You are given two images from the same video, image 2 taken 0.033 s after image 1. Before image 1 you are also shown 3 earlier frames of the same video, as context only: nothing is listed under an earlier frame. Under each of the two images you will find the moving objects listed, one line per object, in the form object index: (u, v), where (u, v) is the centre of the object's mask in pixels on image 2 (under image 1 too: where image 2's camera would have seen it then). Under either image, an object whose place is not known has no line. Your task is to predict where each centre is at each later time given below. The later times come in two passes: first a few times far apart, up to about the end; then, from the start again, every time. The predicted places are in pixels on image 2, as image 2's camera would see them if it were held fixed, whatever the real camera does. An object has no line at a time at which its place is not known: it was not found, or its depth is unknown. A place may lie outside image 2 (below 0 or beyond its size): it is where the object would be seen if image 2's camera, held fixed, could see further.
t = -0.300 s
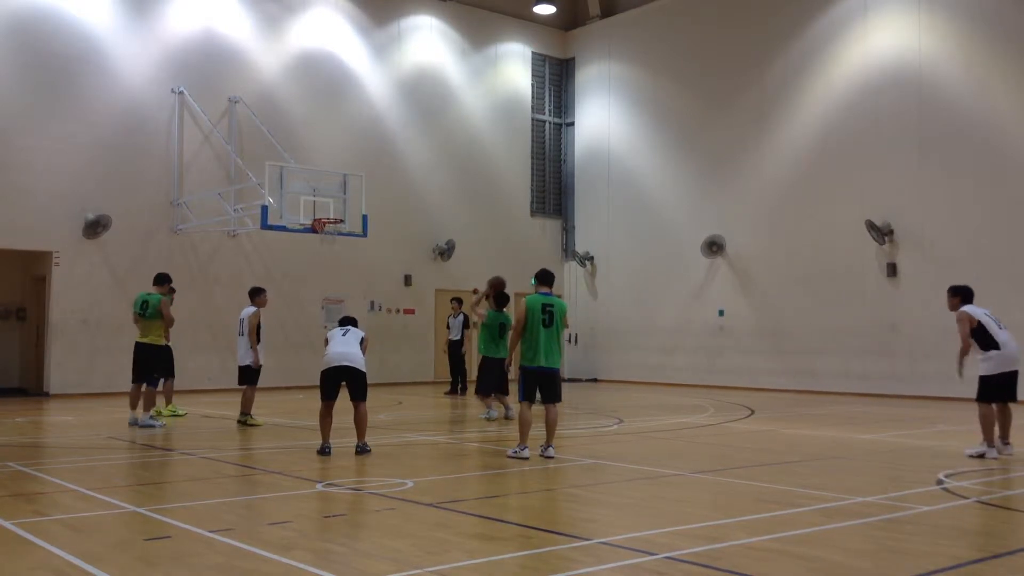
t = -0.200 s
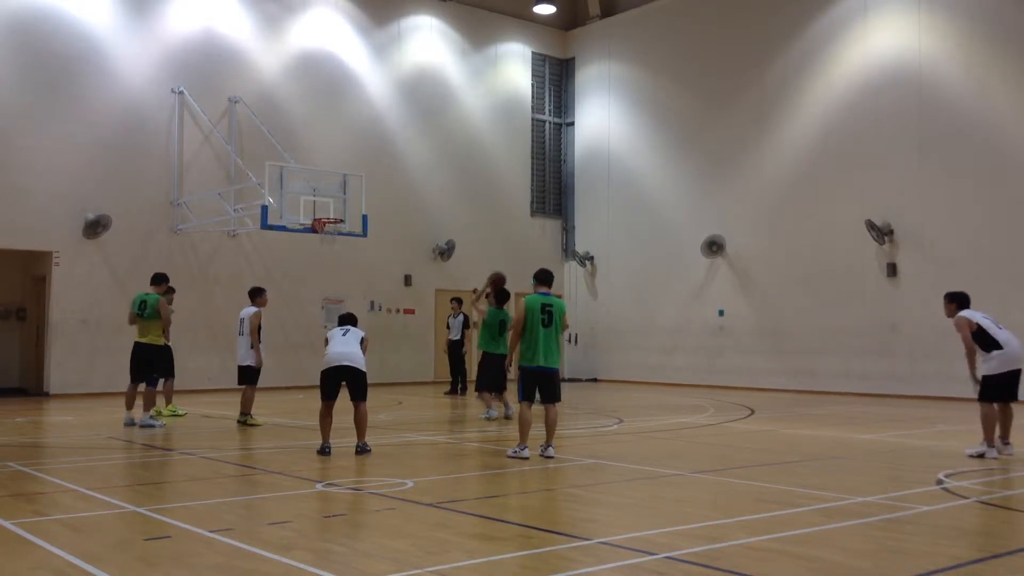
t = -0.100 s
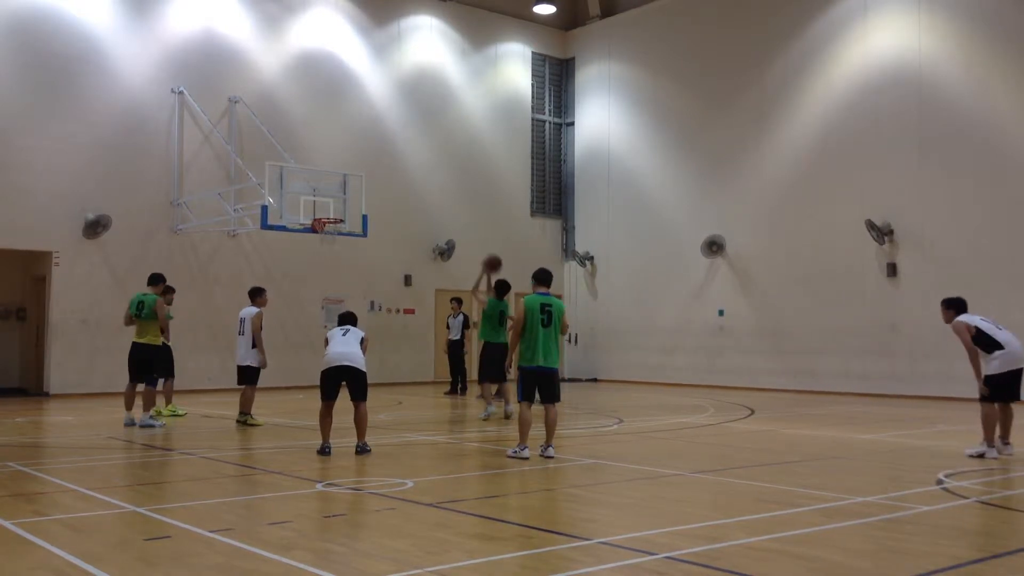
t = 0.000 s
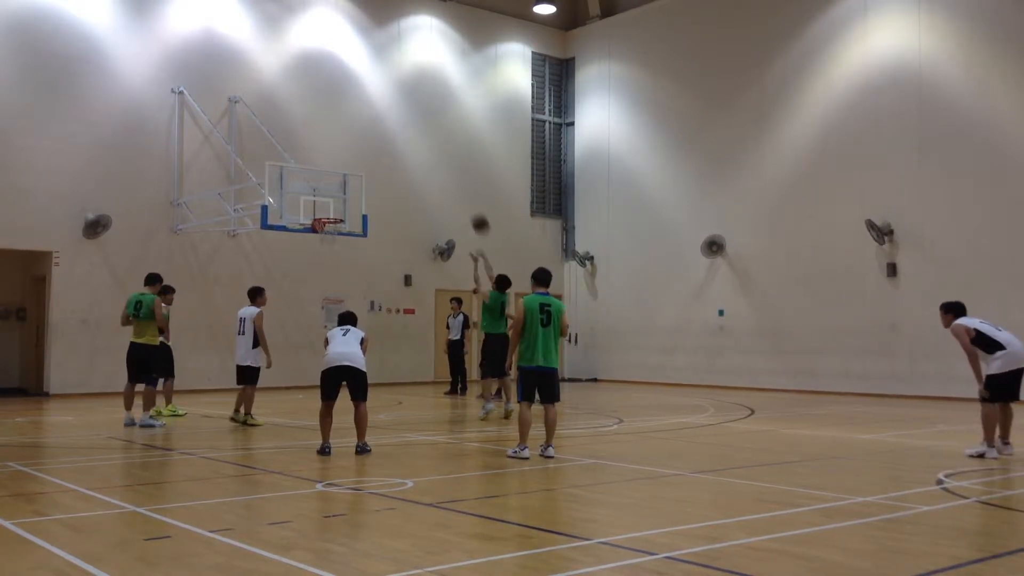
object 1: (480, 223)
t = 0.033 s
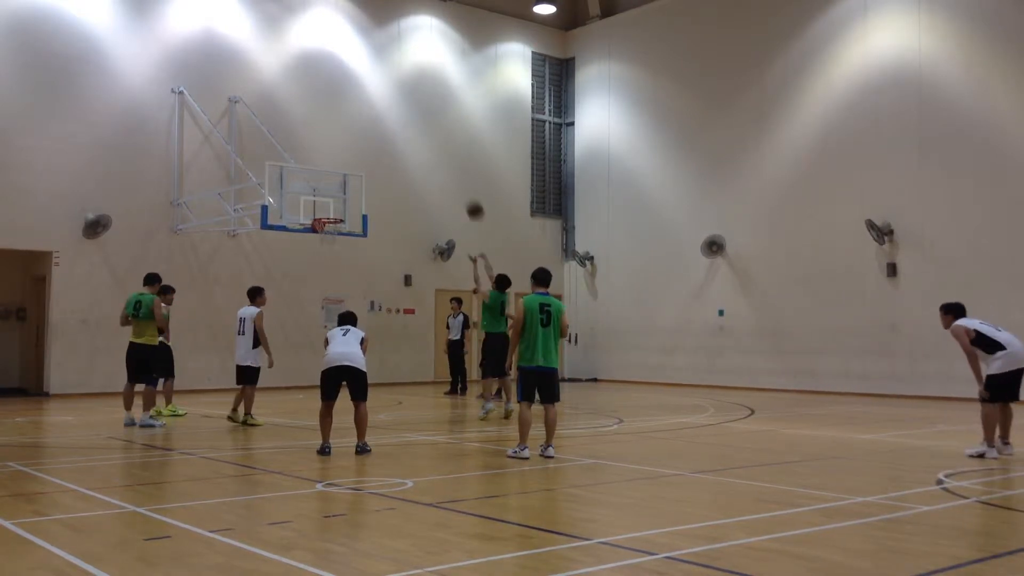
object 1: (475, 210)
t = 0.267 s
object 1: (438, 141)
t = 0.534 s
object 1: (400, 111)
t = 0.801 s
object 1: (365, 128)
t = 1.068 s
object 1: (333, 185)
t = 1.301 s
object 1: (322, 182)
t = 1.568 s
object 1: (323, 147)
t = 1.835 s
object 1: (324, 153)
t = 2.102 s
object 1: (325, 201)
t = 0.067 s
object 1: (469, 197)
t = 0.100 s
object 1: (463, 185)
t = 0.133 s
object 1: (458, 175)
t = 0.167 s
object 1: (453, 164)
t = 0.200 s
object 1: (448, 156)
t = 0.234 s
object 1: (443, 148)
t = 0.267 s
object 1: (438, 141)
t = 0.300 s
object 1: (433, 134)
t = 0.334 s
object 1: (428, 129)
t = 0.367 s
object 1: (423, 124)
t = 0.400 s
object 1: (418, 120)
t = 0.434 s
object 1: (414, 116)
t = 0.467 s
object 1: (409, 114)
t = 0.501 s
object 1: (404, 112)
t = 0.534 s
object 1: (400, 111)
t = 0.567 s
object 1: (395, 111)
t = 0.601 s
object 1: (391, 111)
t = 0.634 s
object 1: (386, 112)
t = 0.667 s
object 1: (382, 114)
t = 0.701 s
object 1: (377, 117)
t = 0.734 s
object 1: (373, 120)
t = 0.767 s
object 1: (369, 123)
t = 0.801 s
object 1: (365, 128)
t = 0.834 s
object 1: (361, 133)
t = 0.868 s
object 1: (357, 138)
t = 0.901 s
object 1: (353, 144)
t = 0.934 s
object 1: (349, 151)
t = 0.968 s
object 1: (345, 159)
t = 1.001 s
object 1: (341, 167)
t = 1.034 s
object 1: (337, 176)
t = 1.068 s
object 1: (333, 185)
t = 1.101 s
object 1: (329, 195)
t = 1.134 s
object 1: (325, 205)
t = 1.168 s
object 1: (322, 212)
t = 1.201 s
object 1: (322, 206)
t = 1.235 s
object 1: (322, 197)
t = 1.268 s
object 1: (322, 190)
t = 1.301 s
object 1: (322, 182)
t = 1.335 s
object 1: (322, 175)
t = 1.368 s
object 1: (323, 169)
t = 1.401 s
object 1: (323, 164)
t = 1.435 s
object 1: (323, 159)
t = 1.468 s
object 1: (323, 155)
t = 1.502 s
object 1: (323, 152)
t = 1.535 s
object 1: (323, 149)
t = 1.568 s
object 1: (323, 147)
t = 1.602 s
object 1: (323, 145)
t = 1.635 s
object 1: (323, 144)
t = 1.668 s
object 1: (324, 144)
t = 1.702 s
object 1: (324, 145)
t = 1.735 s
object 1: (324, 146)
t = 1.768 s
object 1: (324, 147)
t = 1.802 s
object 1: (324, 149)
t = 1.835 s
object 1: (324, 153)
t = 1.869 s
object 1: (324, 156)
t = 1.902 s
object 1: (324, 161)
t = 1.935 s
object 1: (324, 165)
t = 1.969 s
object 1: (324, 171)
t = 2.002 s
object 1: (324, 178)
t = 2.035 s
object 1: (324, 184)
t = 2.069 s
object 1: (325, 192)
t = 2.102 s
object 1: (325, 201)
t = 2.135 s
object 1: (325, 210)
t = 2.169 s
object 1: (325, 216)
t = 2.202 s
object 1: (324, 229)
